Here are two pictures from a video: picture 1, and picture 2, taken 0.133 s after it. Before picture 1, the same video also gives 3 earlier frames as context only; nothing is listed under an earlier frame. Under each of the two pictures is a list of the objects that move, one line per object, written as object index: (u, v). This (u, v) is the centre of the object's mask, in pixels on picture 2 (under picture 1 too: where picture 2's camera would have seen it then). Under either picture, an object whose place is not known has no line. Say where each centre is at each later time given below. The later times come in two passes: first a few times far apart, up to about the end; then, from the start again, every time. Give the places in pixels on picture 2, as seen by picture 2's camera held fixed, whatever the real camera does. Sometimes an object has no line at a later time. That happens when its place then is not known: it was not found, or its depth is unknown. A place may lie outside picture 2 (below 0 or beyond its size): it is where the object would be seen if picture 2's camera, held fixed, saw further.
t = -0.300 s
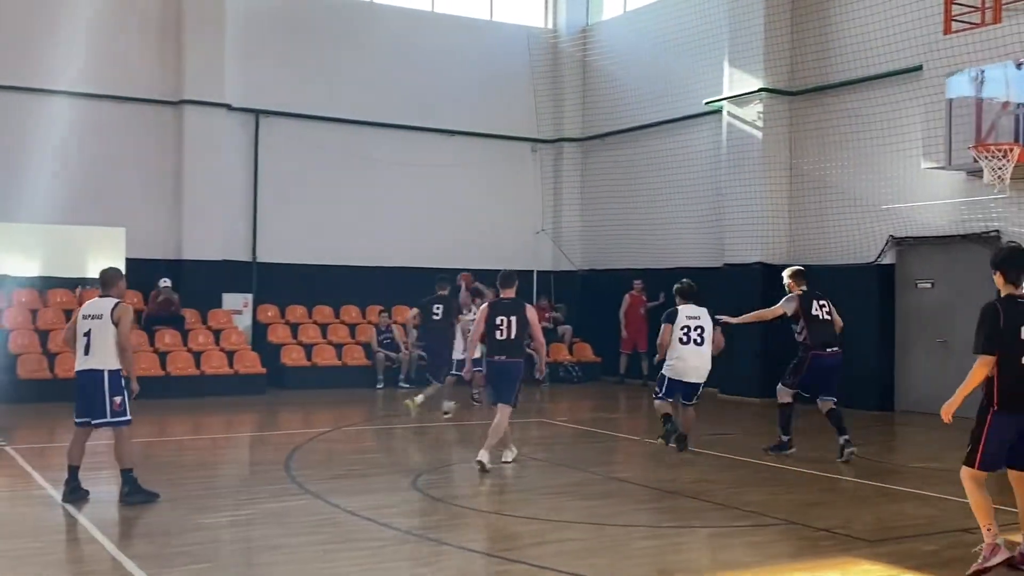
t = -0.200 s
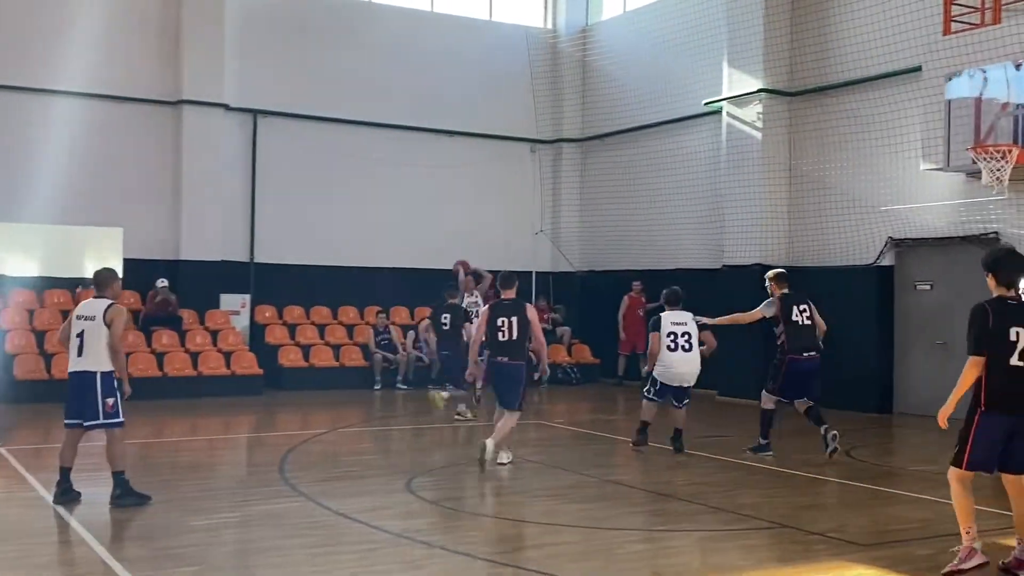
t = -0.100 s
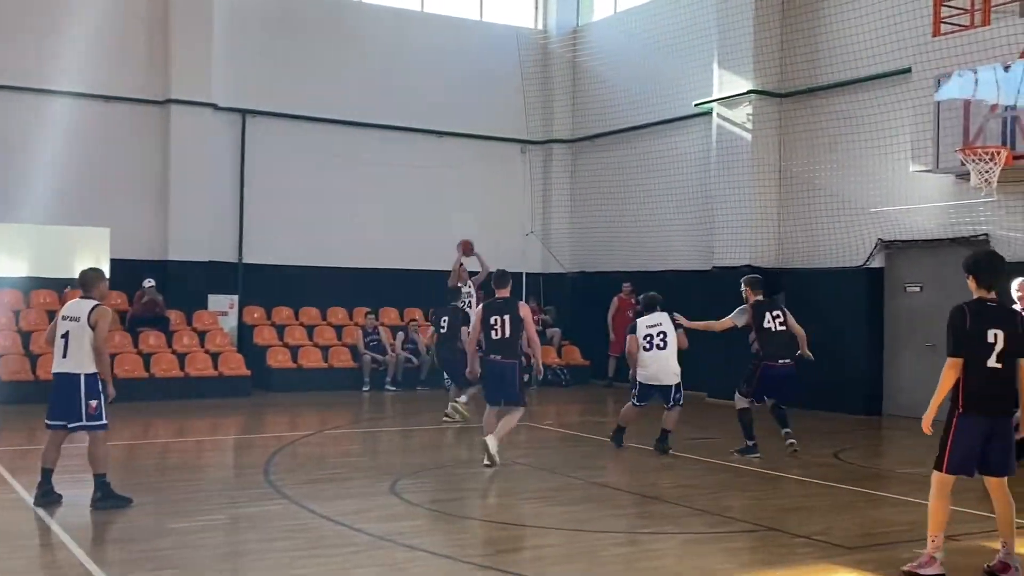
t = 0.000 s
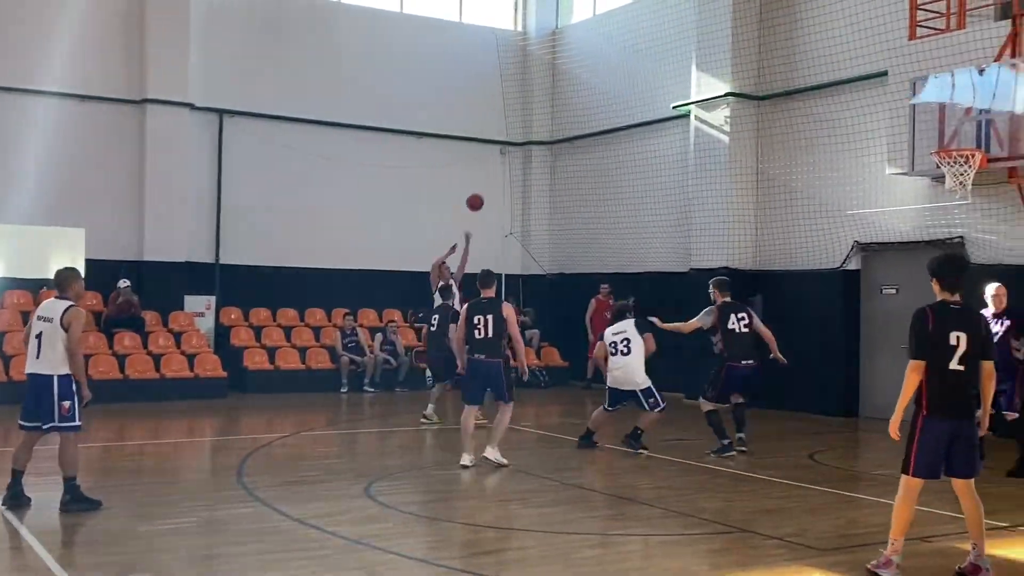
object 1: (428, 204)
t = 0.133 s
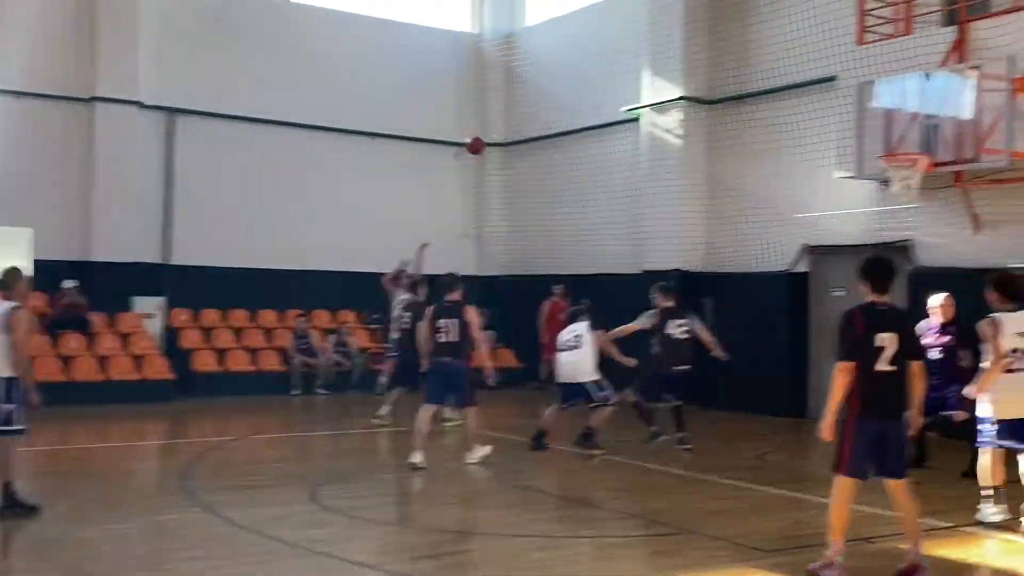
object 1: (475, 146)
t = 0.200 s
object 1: (498, 120)
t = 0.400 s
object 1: (571, 64)
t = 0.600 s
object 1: (651, 35)
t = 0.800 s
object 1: (737, 41)
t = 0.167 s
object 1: (486, 132)
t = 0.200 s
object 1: (498, 120)
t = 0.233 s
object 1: (510, 109)
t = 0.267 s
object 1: (522, 99)
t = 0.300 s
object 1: (534, 89)
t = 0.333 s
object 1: (547, 80)
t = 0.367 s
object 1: (558, 71)
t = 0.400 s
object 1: (571, 64)
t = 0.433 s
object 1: (583, 57)
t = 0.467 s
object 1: (596, 51)
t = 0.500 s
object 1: (610, 45)
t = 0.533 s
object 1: (624, 41)
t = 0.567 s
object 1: (638, 38)
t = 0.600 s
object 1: (651, 35)
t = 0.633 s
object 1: (665, 34)
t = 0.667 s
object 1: (679, 33)
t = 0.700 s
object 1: (692, 34)
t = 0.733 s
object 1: (708, 35)
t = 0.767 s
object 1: (723, 37)
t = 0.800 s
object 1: (737, 41)
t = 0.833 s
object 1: (752, 45)
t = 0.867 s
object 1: (768, 51)
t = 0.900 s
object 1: (783, 58)
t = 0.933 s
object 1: (801, 65)
